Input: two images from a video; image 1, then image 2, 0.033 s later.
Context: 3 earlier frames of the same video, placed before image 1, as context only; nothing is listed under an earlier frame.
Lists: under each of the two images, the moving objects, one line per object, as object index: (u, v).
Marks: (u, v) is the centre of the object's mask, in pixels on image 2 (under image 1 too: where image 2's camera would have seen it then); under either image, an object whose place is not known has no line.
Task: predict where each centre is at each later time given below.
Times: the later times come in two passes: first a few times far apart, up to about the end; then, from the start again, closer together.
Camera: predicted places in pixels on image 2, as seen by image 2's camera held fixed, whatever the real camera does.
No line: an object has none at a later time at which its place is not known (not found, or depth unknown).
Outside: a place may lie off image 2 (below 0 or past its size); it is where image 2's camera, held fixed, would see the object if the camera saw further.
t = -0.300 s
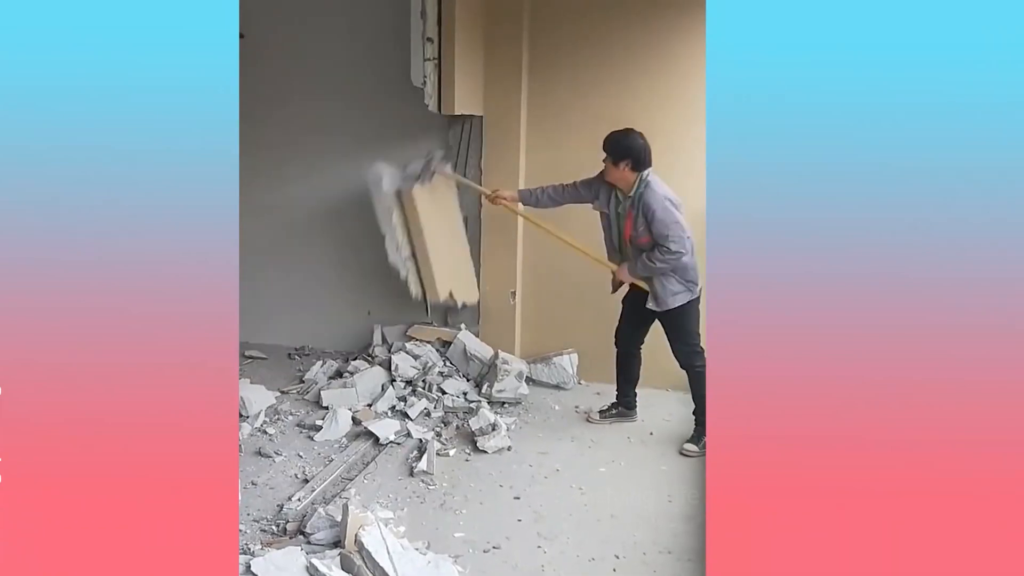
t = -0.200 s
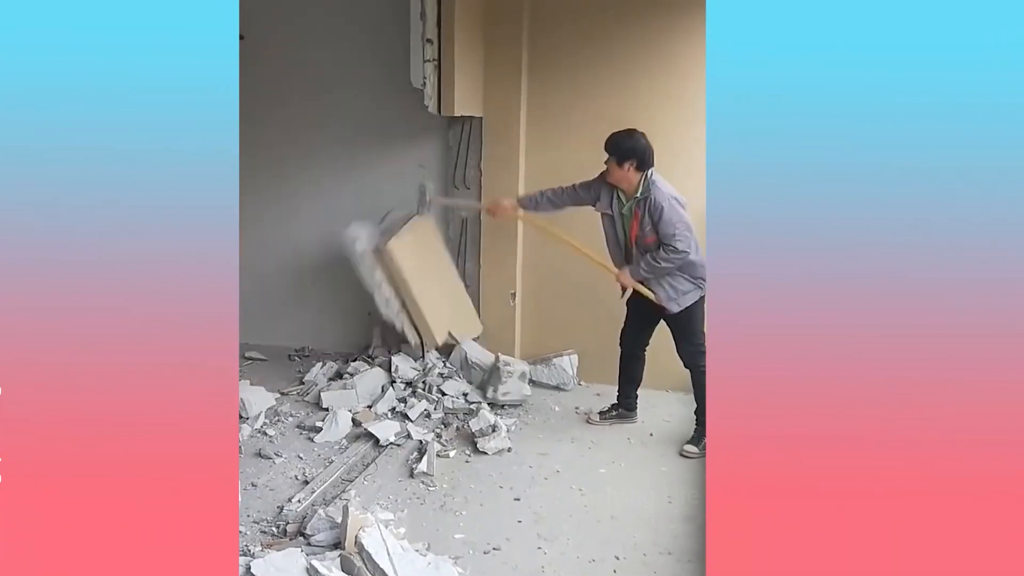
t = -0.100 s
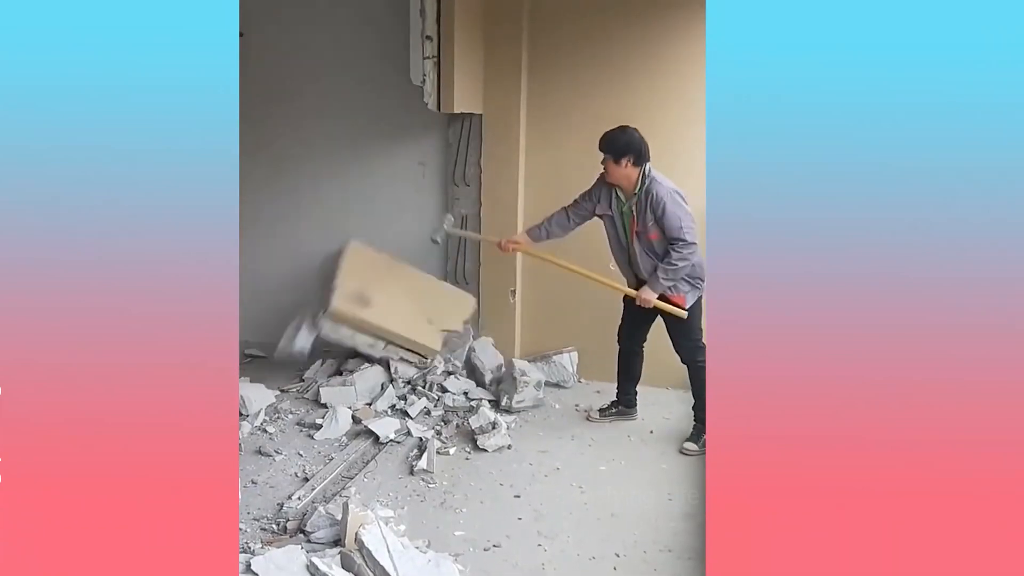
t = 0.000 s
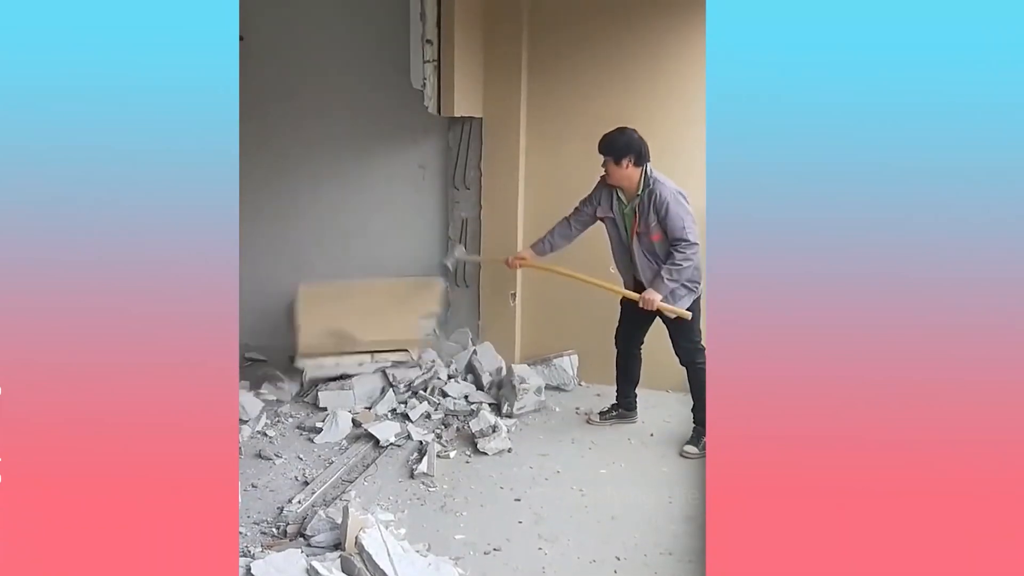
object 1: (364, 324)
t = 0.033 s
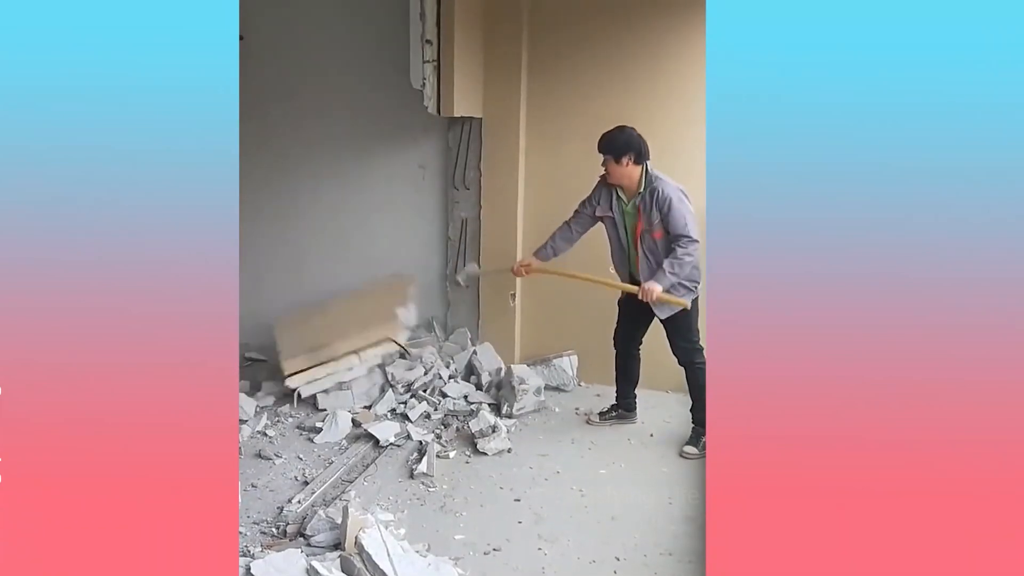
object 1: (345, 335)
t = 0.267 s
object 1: (305, 353)
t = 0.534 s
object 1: (299, 358)
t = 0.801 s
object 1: (299, 359)
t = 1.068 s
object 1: (297, 358)
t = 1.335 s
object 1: (297, 358)
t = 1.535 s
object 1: (296, 358)
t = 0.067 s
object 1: (338, 338)
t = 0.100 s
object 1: (332, 339)
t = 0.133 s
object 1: (328, 341)
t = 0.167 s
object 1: (322, 345)
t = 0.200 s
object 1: (311, 349)
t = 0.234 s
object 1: (307, 352)
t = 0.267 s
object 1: (305, 353)
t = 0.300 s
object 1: (302, 356)
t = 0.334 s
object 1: (300, 357)
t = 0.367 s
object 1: (298, 359)
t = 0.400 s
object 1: (298, 359)
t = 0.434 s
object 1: (298, 359)
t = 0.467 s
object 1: (299, 359)
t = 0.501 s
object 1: (299, 359)
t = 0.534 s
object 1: (299, 358)
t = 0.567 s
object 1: (298, 358)
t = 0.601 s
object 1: (298, 358)
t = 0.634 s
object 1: (298, 358)
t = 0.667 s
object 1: (299, 358)
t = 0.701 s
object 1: (299, 358)
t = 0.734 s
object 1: (299, 358)
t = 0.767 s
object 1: (299, 359)
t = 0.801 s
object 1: (299, 359)
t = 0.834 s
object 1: (299, 359)
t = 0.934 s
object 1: (298, 358)
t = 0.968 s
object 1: (297, 358)
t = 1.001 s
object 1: (298, 358)
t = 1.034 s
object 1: (298, 358)
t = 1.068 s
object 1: (297, 358)
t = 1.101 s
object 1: (297, 358)
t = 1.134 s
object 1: (297, 358)
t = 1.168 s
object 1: (297, 358)
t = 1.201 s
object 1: (297, 358)
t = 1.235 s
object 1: (297, 358)
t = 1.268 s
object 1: (297, 358)
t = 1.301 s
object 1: (296, 358)
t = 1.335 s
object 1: (297, 358)
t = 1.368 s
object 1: (296, 359)
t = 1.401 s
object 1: (296, 359)
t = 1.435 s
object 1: (296, 359)
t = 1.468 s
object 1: (296, 359)
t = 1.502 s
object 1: (296, 359)
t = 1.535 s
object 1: (296, 358)
